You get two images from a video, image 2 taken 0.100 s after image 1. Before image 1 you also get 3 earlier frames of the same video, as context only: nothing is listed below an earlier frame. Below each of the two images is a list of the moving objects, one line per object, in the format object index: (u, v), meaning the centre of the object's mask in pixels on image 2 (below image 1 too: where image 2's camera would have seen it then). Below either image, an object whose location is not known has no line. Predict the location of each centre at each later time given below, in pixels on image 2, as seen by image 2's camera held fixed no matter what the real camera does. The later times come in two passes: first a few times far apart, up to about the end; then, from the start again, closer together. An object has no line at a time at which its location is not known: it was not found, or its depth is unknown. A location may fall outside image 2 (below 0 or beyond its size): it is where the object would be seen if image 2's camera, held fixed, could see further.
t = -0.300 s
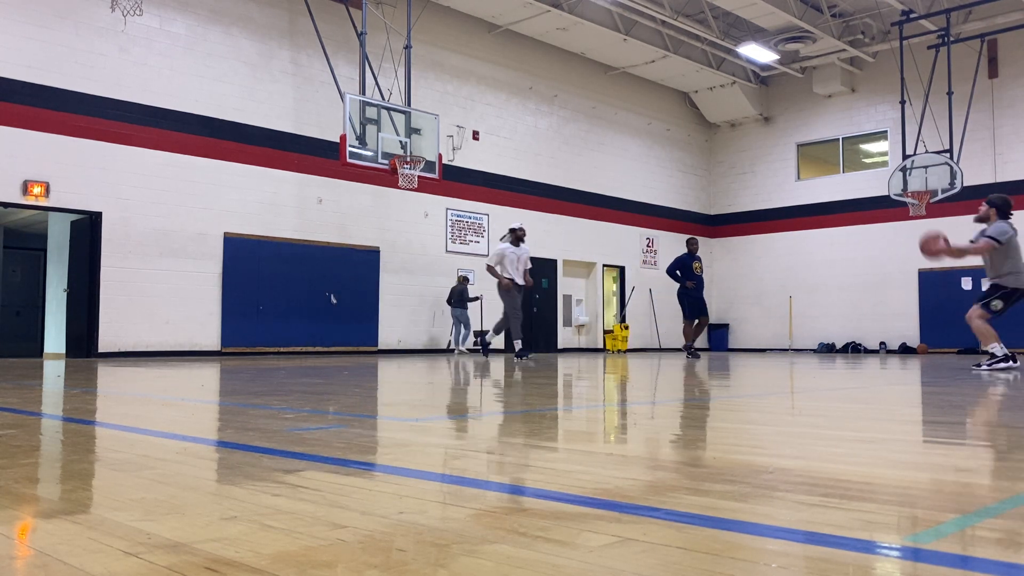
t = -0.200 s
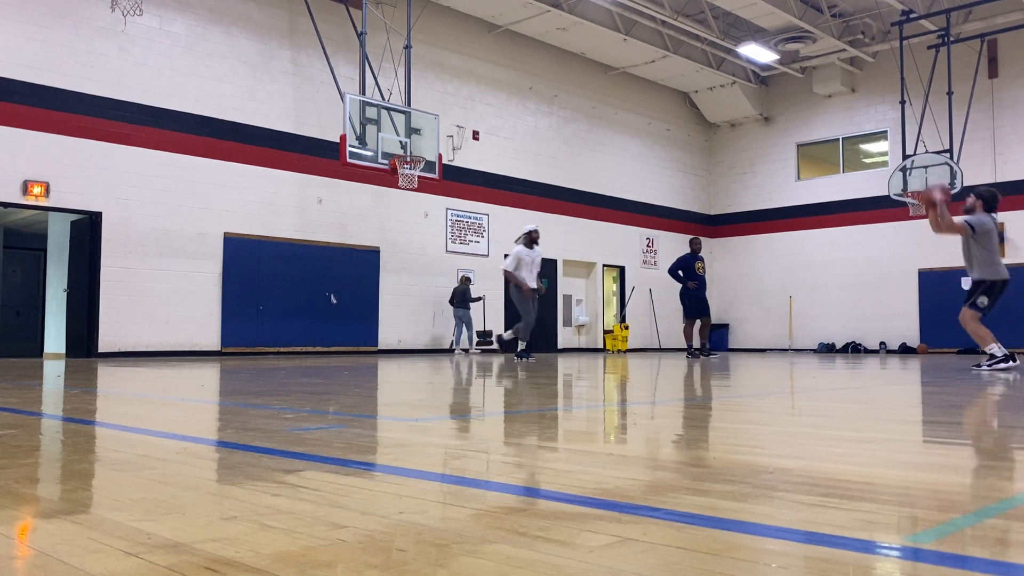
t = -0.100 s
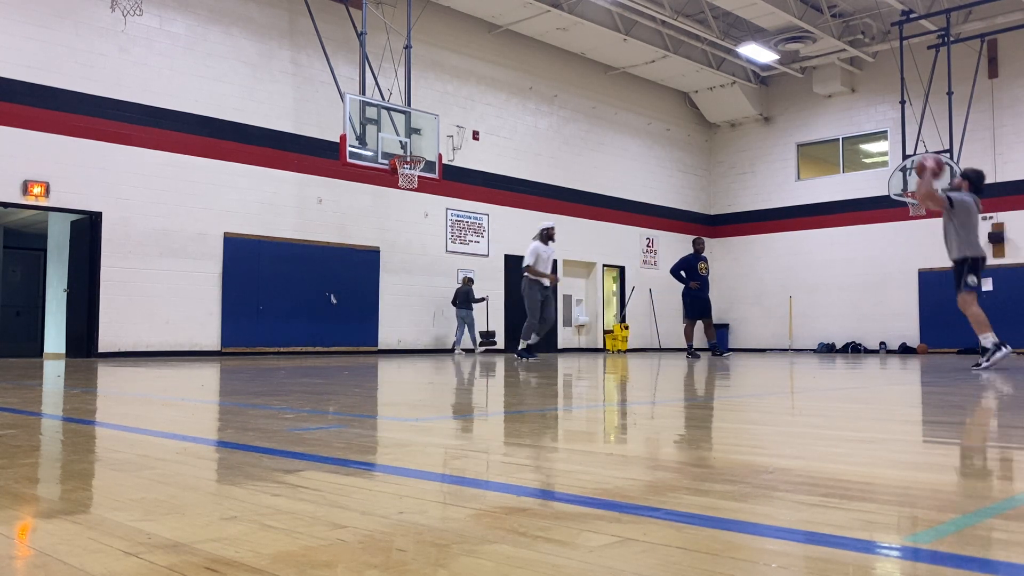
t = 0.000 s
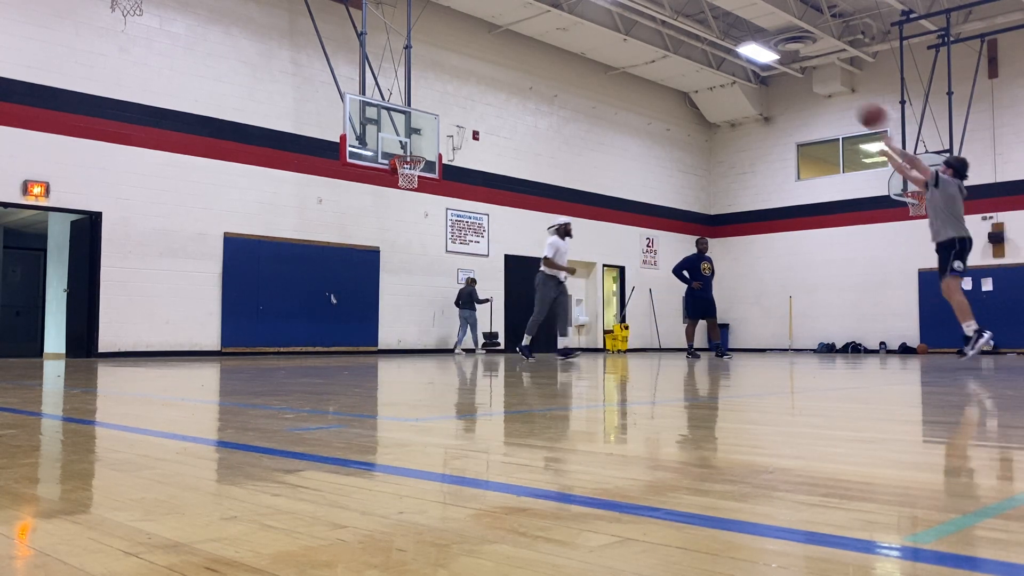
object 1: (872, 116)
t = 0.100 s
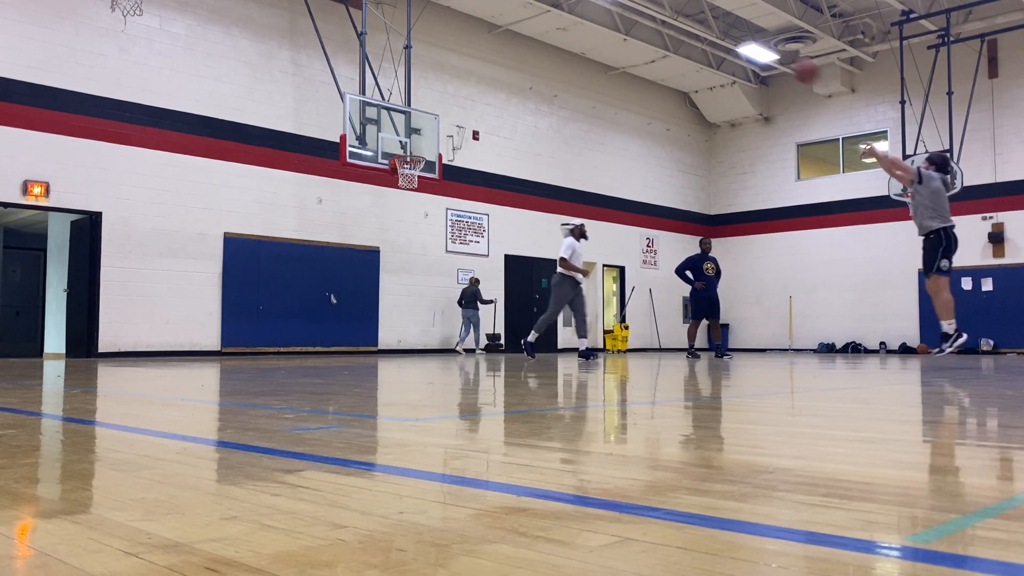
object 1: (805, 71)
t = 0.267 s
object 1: (713, 26)
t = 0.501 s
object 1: (608, 14)
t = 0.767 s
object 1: (516, 51)
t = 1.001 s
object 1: (450, 116)
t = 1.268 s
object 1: (417, 207)
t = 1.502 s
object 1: (412, 318)
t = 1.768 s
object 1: (424, 269)
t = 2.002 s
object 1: (440, 209)
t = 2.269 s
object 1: (458, 186)
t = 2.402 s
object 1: (468, 196)
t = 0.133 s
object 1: (787, 59)
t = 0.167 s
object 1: (767, 47)
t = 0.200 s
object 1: (746, 38)
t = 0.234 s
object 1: (729, 32)
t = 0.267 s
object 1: (713, 26)
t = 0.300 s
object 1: (695, 21)
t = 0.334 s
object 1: (680, 17)
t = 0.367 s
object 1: (664, 14)
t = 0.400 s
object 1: (650, 13)
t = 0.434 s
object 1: (635, 12)
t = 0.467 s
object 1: (622, 13)
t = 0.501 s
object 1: (608, 14)
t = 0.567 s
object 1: (582, 18)
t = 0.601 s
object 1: (571, 23)
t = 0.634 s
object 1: (559, 27)
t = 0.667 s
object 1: (548, 32)
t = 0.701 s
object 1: (537, 37)
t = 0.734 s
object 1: (526, 44)
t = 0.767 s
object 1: (516, 51)
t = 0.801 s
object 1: (506, 59)
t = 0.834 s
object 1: (496, 67)
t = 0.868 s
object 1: (486, 76)
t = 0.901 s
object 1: (477, 85)
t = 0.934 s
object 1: (468, 95)
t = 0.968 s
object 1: (459, 106)
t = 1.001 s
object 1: (450, 116)
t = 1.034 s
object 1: (441, 127)
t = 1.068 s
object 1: (433, 139)
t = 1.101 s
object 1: (425, 150)
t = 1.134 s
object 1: (419, 161)
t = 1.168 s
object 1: (419, 172)
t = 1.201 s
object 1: (419, 184)
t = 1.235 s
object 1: (417, 194)
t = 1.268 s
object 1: (417, 207)
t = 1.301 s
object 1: (416, 220)
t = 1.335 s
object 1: (416, 234)
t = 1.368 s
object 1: (415, 249)
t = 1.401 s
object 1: (414, 265)
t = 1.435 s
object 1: (414, 282)
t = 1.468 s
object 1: (413, 300)
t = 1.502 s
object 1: (412, 318)
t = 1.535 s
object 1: (411, 337)
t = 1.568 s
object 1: (411, 347)
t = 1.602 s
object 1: (413, 332)
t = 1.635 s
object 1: (415, 318)
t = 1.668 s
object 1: (418, 304)
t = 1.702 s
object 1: (420, 292)
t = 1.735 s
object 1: (422, 280)
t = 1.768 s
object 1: (424, 269)
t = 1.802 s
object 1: (426, 258)
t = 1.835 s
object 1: (429, 248)
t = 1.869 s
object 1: (431, 239)
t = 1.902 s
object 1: (433, 231)
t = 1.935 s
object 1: (435, 223)
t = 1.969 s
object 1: (437, 216)
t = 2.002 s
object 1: (440, 209)
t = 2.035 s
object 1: (442, 204)
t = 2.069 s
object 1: (444, 199)
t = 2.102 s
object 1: (447, 195)
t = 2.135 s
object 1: (449, 191)
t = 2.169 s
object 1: (451, 189)
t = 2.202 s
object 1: (453, 186)
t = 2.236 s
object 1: (456, 186)
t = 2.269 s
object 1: (458, 186)
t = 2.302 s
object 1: (461, 187)
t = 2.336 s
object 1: (463, 190)
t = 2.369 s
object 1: (466, 193)
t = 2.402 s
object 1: (468, 196)
